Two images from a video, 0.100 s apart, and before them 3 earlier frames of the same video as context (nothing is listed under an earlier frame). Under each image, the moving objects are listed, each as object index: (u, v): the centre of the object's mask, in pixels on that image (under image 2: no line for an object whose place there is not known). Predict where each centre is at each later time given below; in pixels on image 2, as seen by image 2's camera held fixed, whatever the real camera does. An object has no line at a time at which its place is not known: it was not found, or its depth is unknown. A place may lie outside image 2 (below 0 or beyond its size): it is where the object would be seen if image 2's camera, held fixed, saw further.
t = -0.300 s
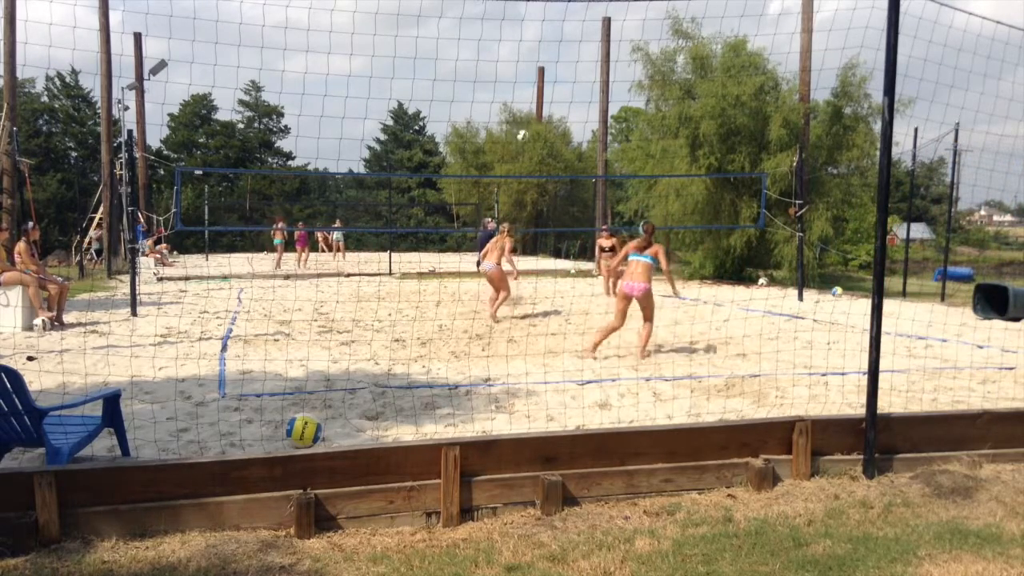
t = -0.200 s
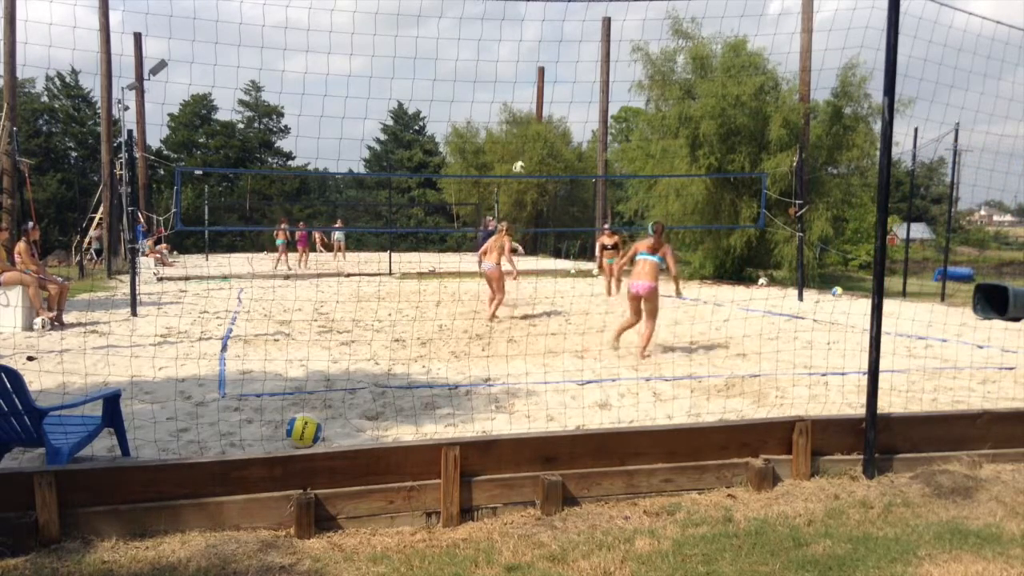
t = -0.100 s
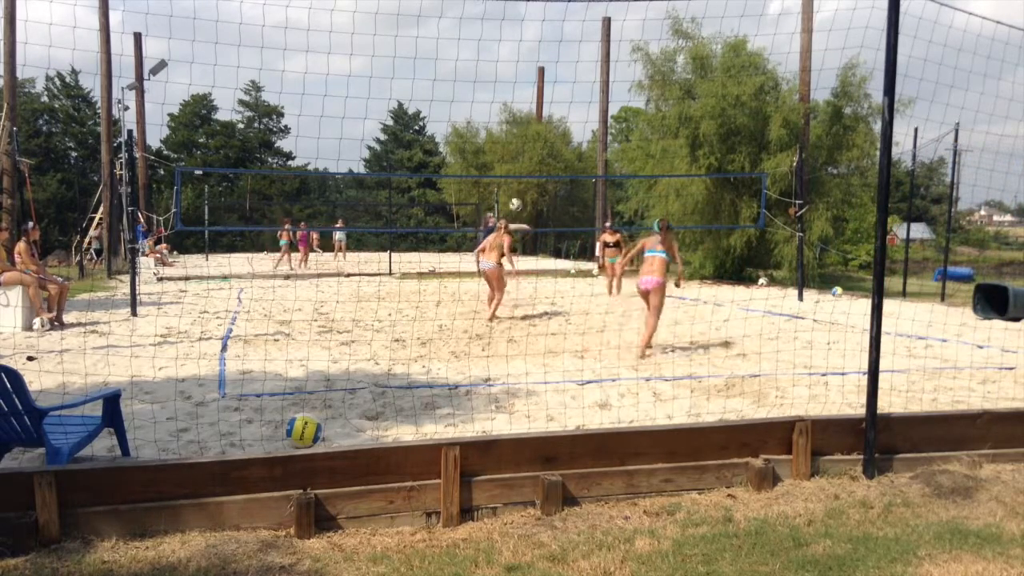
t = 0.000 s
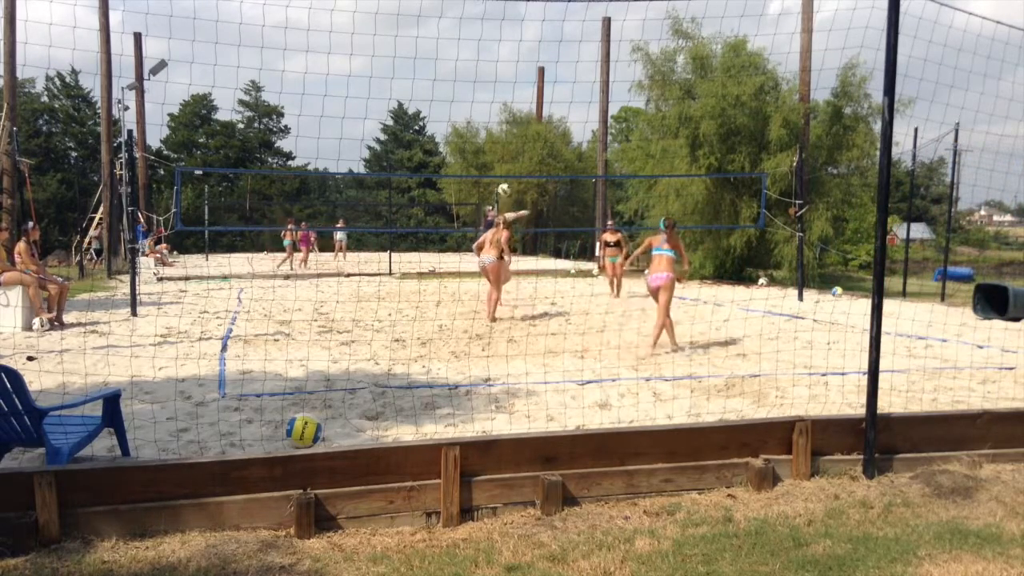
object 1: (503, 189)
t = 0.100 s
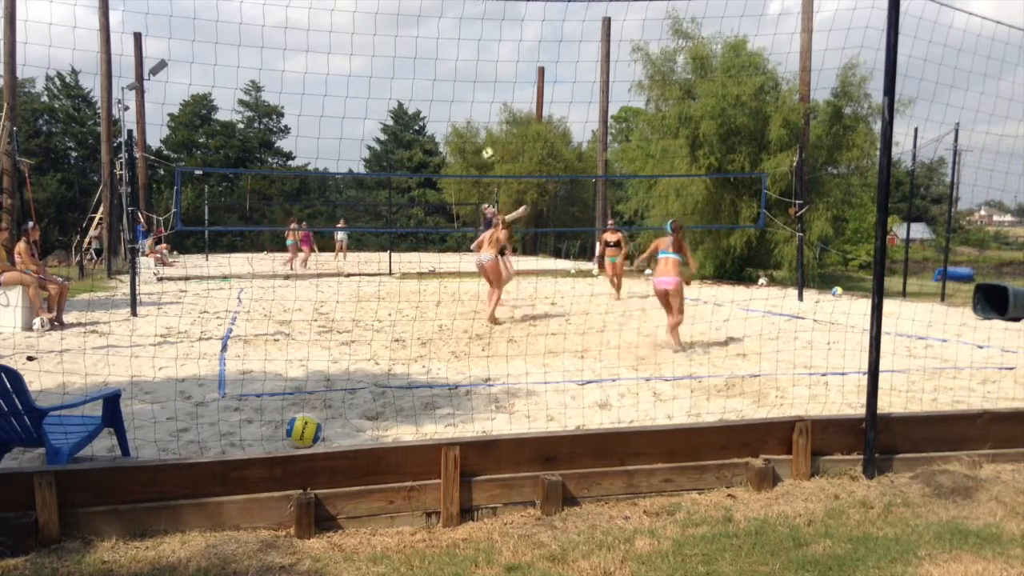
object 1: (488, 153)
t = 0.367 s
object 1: (444, 83)
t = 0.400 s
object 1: (439, 77)
